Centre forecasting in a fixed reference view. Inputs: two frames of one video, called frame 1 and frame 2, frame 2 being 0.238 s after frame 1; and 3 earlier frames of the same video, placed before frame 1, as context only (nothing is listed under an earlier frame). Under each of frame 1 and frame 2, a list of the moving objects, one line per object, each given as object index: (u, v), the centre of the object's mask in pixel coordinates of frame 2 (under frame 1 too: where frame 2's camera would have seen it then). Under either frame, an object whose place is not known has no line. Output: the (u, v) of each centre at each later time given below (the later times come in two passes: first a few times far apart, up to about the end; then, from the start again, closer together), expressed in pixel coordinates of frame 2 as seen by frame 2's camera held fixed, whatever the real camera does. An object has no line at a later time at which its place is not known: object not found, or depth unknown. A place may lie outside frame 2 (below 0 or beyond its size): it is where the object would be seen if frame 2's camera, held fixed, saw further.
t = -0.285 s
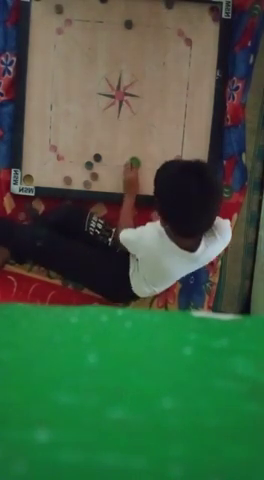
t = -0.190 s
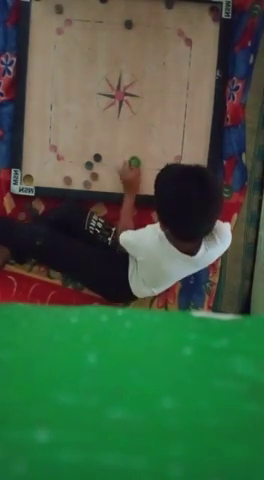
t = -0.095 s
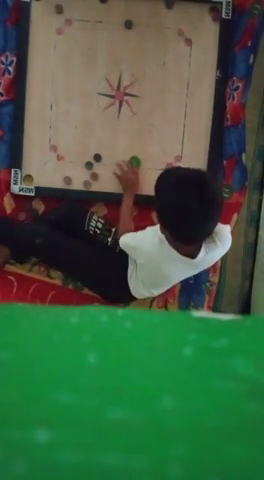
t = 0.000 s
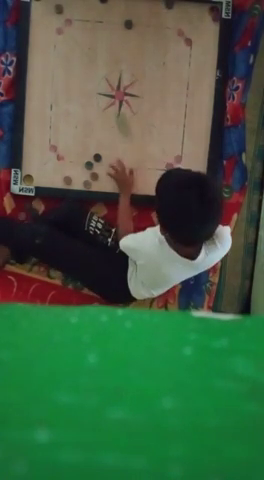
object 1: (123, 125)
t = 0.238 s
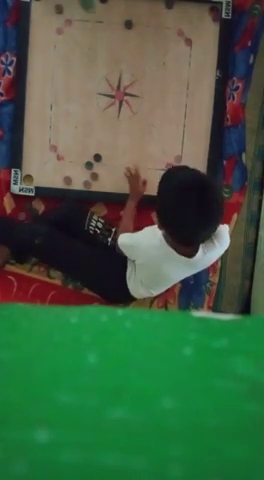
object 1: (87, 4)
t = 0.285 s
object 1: (78, 10)
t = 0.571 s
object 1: (48, 52)
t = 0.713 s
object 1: (38, 65)
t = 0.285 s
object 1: (78, 10)
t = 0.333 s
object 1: (70, 22)
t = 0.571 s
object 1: (48, 52)
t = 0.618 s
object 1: (44, 57)
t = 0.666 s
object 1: (40, 61)
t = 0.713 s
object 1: (38, 65)
